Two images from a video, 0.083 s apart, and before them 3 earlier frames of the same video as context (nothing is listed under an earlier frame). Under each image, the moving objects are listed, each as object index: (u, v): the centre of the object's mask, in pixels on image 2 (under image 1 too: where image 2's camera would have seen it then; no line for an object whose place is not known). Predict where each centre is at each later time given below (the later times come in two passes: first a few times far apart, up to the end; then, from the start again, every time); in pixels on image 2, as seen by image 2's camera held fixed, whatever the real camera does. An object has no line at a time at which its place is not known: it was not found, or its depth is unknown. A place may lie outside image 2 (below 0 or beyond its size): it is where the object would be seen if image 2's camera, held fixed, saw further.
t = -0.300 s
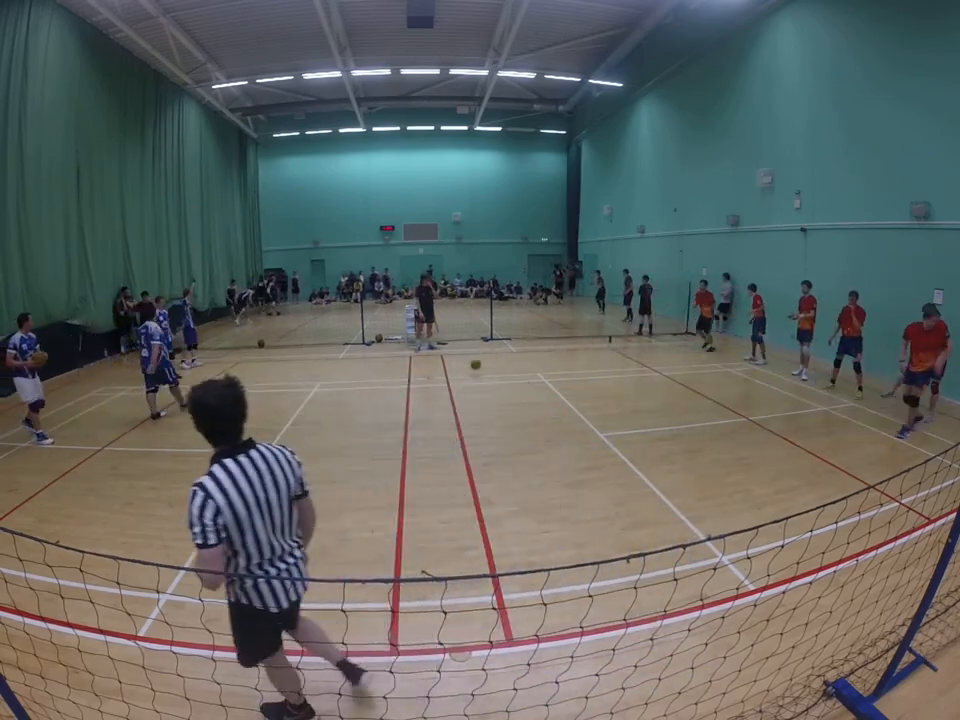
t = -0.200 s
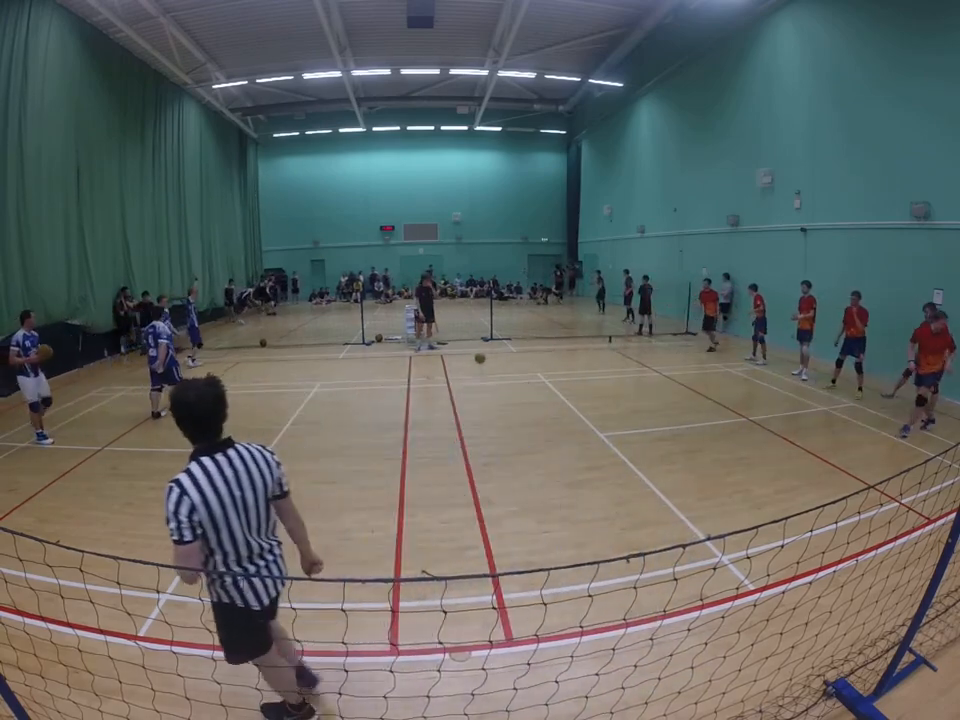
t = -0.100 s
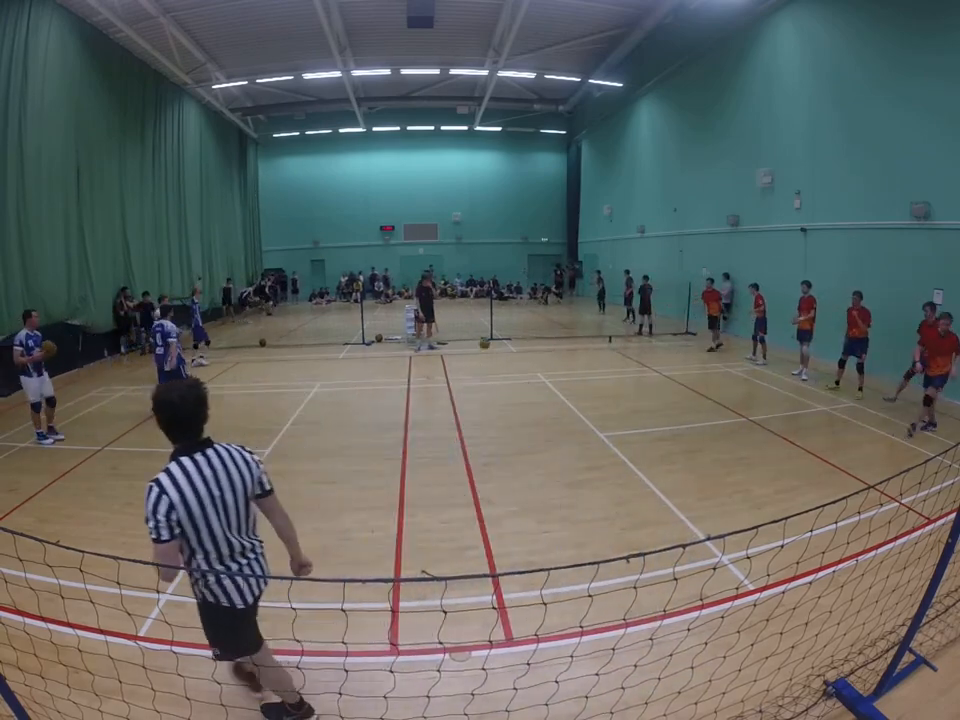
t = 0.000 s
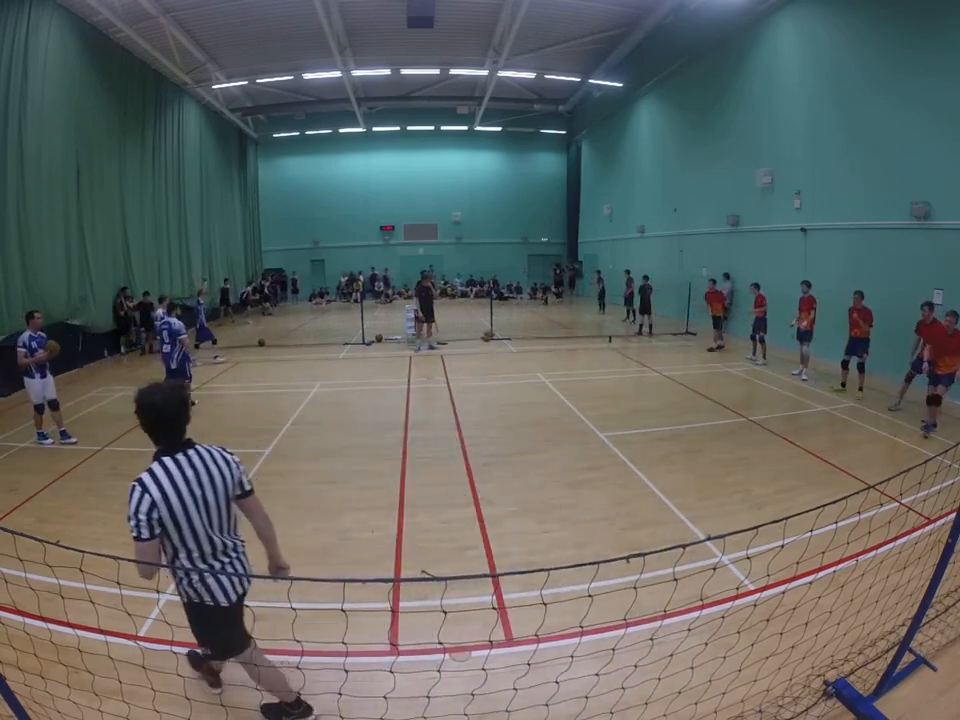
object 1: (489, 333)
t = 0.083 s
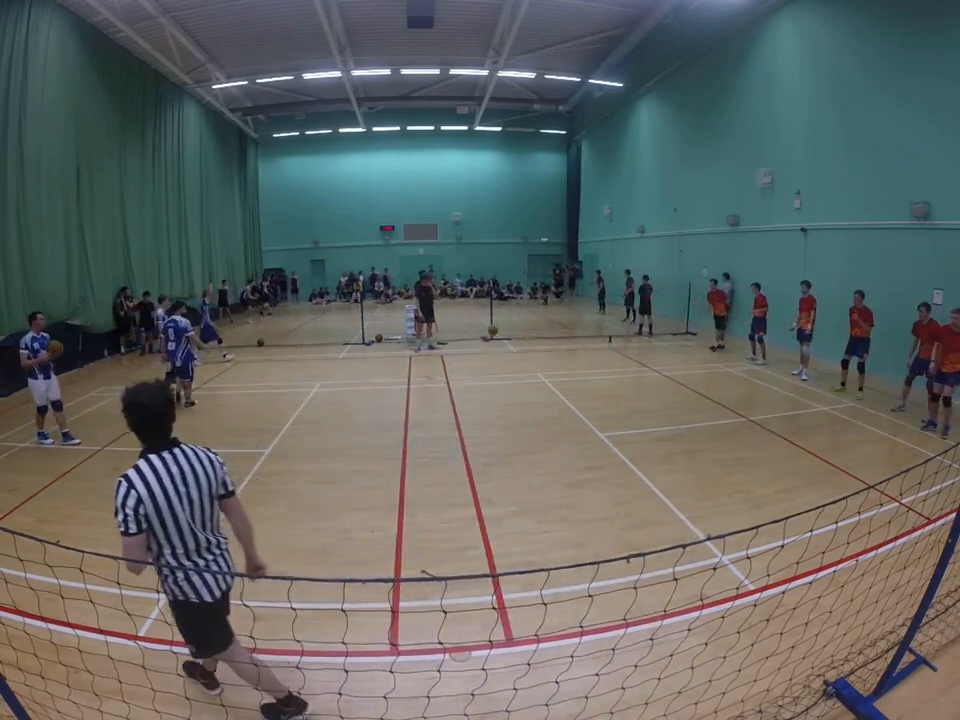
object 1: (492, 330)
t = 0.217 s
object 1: (498, 332)
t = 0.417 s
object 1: (506, 350)
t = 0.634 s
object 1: (515, 353)
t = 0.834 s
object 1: (524, 344)
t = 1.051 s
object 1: (533, 356)
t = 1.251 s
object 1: (539, 354)
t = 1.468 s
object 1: (548, 352)
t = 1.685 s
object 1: (555, 361)
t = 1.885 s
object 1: (560, 355)
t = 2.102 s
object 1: (566, 361)
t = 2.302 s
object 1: (571, 360)
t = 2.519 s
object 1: (577, 361)
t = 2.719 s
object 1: (582, 362)
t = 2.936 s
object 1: (588, 362)
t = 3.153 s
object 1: (593, 364)
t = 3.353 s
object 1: (597, 364)
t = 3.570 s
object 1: (602, 364)
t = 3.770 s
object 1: (605, 364)
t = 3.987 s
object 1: (609, 364)
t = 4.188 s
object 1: (612, 364)
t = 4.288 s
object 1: (614, 364)
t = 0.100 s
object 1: (493, 330)
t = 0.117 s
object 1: (494, 330)
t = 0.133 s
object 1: (494, 330)
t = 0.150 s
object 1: (496, 330)
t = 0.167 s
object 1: (496, 330)
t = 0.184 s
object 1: (496, 330)
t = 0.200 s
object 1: (498, 331)
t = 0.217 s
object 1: (498, 332)
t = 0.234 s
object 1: (499, 333)
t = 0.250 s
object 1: (499, 333)
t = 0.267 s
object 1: (500, 334)
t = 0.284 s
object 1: (500, 335)
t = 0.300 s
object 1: (501, 337)
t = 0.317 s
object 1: (501, 338)
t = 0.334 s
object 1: (502, 339)
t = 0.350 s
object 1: (503, 343)
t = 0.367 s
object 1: (504, 344)
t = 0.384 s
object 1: (505, 346)
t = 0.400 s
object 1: (506, 348)
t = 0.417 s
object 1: (506, 350)
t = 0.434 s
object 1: (507, 353)
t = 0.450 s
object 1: (507, 356)
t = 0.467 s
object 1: (508, 358)
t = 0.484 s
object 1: (509, 361)
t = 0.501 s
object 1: (509, 364)
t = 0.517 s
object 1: (510, 368)
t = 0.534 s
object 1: (511, 366)
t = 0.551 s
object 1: (511, 363)
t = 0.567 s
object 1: (512, 361)
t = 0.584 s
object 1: (513, 358)
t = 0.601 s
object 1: (513, 356)
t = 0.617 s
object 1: (514, 355)
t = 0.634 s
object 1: (515, 353)
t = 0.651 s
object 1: (516, 352)
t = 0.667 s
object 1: (517, 350)
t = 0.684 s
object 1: (517, 349)
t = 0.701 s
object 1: (518, 348)
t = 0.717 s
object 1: (519, 347)
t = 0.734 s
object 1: (519, 346)
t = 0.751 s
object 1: (520, 345)
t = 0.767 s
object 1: (521, 345)
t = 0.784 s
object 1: (521, 344)
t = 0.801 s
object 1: (522, 344)
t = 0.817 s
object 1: (523, 344)
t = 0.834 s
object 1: (524, 344)
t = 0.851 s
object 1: (524, 344)
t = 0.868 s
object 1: (525, 344)
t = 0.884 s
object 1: (526, 344)
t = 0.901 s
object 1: (527, 345)
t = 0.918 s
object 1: (527, 346)
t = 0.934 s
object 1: (528, 346)
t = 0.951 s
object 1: (529, 347)
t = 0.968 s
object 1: (529, 348)
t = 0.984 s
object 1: (530, 349)
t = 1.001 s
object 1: (531, 350)
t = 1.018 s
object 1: (531, 352)
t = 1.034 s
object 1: (532, 354)
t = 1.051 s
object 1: (533, 356)
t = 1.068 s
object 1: (533, 358)
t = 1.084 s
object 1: (534, 359)
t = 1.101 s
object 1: (534, 362)
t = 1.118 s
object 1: (535, 364)
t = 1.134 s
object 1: (536, 366)
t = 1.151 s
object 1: (537, 365)
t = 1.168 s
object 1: (537, 362)
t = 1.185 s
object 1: (538, 361)
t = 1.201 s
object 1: (538, 359)
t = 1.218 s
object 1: (539, 357)
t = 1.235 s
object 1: (539, 356)
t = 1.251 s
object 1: (539, 354)
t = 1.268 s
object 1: (540, 353)
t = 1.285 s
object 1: (541, 353)
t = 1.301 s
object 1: (542, 352)
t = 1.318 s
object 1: (542, 352)
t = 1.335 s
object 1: (543, 351)
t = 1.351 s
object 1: (544, 351)
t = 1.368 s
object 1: (544, 351)
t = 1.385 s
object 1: (545, 351)
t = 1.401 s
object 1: (545, 351)
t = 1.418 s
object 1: (546, 351)
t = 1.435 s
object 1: (546, 351)
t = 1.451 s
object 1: (547, 351)
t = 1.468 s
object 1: (548, 352)
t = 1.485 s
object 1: (548, 352)
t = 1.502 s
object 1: (549, 353)
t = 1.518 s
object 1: (549, 354)
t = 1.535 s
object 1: (550, 355)
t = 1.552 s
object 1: (551, 356)
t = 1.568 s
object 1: (551, 358)
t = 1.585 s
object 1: (551, 359)
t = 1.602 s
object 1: (552, 361)
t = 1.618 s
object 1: (553, 364)
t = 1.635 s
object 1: (553, 365)
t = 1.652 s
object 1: (554, 365)
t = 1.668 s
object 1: (554, 363)
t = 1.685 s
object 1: (555, 361)
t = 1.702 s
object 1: (555, 360)
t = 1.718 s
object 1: (556, 359)
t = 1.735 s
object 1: (556, 358)
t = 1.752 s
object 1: (557, 357)
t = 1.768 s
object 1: (557, 356)
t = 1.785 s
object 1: (558, 356)
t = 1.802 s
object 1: (558, 356)
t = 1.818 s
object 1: (559, 355)
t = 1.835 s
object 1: (559, 355)
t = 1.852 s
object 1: (560, 355)
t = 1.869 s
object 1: (560, 355)
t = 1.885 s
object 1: (560, 355)
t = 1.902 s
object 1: (561, 356)
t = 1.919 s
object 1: (561, 356)
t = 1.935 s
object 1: (562, 357)
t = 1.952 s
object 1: (562, 358)
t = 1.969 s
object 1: (563, 359)
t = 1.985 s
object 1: (563, 360)
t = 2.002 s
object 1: (563, 361)
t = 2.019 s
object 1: (564, 363)
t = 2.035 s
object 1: (564, 364)
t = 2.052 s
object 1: (565, 365)
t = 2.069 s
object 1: (565, 364)
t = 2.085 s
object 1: (566, 363)
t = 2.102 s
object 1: (566, 361)
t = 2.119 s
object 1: (567, 361)
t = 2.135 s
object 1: (567, 360)
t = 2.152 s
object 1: (567, 359)
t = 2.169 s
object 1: (568, 359)
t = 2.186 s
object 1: (568, 359)
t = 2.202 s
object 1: (569, 359)
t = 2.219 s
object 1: (569, 359)
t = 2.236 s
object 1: (569, 359)
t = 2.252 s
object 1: (570, 359)
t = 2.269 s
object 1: (570, 359)
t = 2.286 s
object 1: (571, 359)
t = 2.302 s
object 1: (571, 360)
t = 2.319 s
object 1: (572, 361)
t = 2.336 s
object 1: (572, 362)
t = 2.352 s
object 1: (572, 363)
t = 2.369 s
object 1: (573, 364)
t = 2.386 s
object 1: (573, 364)
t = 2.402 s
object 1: (574, 364)
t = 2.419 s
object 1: (574, 363)
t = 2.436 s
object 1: (574, 362)
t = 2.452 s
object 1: (575, 362)
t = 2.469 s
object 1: (575, 361)
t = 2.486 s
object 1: (576, 361)
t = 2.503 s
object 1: (576, 361)
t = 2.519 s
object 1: (577, 361)
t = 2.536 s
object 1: (577, 361)
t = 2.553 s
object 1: (578, 361)
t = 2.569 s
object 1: (578, 361)
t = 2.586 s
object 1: (578, 362)
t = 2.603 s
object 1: (578, 363)
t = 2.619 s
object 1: (579, 364)
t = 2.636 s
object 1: (579, 364)
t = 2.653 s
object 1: (580, 364)
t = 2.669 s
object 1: (580, 364)
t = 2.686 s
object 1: (581, 363)
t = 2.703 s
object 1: (581, 363)
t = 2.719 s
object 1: (582, 362)
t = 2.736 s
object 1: (582, 362)
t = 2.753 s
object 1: (583, 362)
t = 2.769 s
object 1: (583, 362)
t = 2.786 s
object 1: (584, 362)
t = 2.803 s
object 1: (584, 363)
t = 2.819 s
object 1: (585, 363)
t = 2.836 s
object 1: (585, 364)
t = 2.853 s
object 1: (585, 364)
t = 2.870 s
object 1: (586, 363)
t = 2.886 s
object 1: (586, 363)
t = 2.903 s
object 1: (587, 363)
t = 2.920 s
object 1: (587, 363)
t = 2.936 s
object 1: (588, 362)
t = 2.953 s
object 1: (588, 363)
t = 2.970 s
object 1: (588, 363)
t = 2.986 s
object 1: (589, 363)
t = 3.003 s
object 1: (589, 363)
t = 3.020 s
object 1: (590, 364)
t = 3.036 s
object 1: (590, 364)
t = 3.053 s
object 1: (590, 364)
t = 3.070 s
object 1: (591, 363)
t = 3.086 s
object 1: (591, 363)
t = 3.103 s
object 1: (592, 363)
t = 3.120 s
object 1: (592, 363)
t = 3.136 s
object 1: (592, 363)
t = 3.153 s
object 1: (593, 364)
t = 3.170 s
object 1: (593, 364)
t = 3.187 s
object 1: (594, 364)
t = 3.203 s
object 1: (594, 364)
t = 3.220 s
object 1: (594, 363)
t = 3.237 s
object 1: (595, 363)
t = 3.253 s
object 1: (595, 363)
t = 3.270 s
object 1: (596, 363)
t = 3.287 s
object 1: (596, 364)
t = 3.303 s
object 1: (596, 364)
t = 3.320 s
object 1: (597, 364)
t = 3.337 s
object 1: (597, 364)
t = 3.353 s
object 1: (597, 364)
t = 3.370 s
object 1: (598, 364)
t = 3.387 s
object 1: (598, 364)
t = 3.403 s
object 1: (598, 364)
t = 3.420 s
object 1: (599, 364)
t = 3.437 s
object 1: (599, 364)
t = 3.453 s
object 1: (599, 364)
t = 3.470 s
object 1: (600, 364)
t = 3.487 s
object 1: (600, 364)
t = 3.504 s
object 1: (600, 364)
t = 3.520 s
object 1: (601, 364)
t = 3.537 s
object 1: (601, 364)
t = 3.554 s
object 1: (601, 364)
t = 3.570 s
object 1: (602, 364)
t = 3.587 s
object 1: (602, 364)
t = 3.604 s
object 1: (602, 364)
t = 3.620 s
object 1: (603, 364)
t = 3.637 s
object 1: (603, 364)
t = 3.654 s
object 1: (603, 364)
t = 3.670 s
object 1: (604, 364)
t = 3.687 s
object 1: (604, 364)
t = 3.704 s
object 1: (604, 364)
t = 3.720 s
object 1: (605, 364)
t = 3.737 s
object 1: (605, 364)
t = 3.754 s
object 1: (605, 364)
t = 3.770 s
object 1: (605, 364)
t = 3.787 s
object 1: (606, 364)
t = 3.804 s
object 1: (606, 364)
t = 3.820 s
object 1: (606, 364)
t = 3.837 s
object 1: (607, 364)
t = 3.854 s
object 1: (607, 364)
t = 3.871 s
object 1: (607, 363)
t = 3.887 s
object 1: (608, 364)
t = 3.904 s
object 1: (608, 364)
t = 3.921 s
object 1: (608, 364)
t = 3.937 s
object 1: (608, 364)
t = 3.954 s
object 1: (609, 364)
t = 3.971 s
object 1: (609, 364)
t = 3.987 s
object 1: (609, 364)
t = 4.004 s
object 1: (609, 364)
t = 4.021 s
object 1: (609, 364)
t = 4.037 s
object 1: (610, 364)
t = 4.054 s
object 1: (610, 364)
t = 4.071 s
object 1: (610, 364)
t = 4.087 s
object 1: (611, 364)
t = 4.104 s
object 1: (611, 363)
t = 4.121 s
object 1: (611, 364)
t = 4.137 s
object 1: (611, 364)
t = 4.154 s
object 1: (612, 364)
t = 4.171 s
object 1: (612, 363)
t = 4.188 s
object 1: (612, 364)
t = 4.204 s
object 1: (613, 363)
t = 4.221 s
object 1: (613, 364)
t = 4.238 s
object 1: (613, 363)
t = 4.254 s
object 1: (614, 364)
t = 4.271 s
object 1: (614, 363)
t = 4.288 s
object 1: (614, 364)
